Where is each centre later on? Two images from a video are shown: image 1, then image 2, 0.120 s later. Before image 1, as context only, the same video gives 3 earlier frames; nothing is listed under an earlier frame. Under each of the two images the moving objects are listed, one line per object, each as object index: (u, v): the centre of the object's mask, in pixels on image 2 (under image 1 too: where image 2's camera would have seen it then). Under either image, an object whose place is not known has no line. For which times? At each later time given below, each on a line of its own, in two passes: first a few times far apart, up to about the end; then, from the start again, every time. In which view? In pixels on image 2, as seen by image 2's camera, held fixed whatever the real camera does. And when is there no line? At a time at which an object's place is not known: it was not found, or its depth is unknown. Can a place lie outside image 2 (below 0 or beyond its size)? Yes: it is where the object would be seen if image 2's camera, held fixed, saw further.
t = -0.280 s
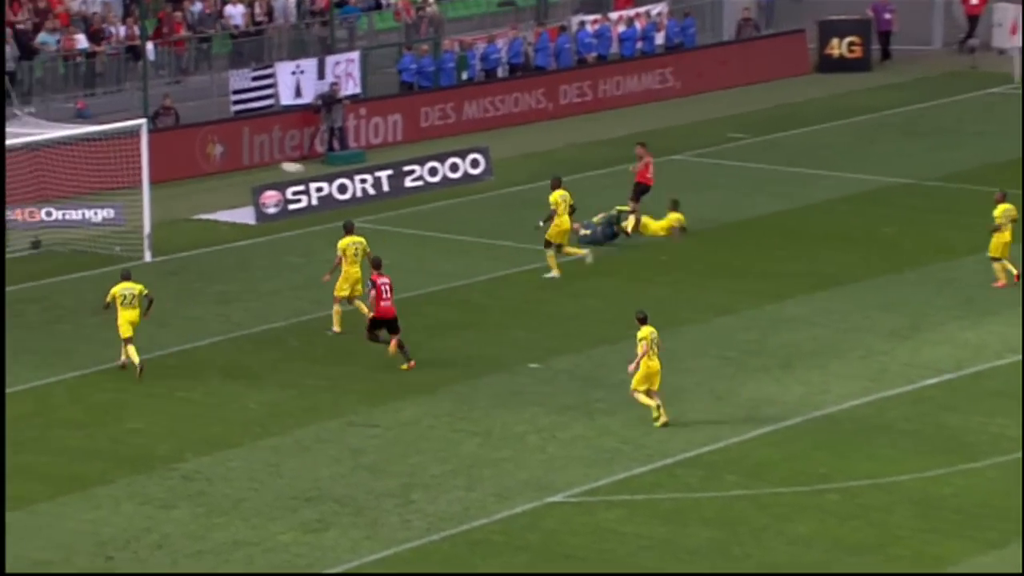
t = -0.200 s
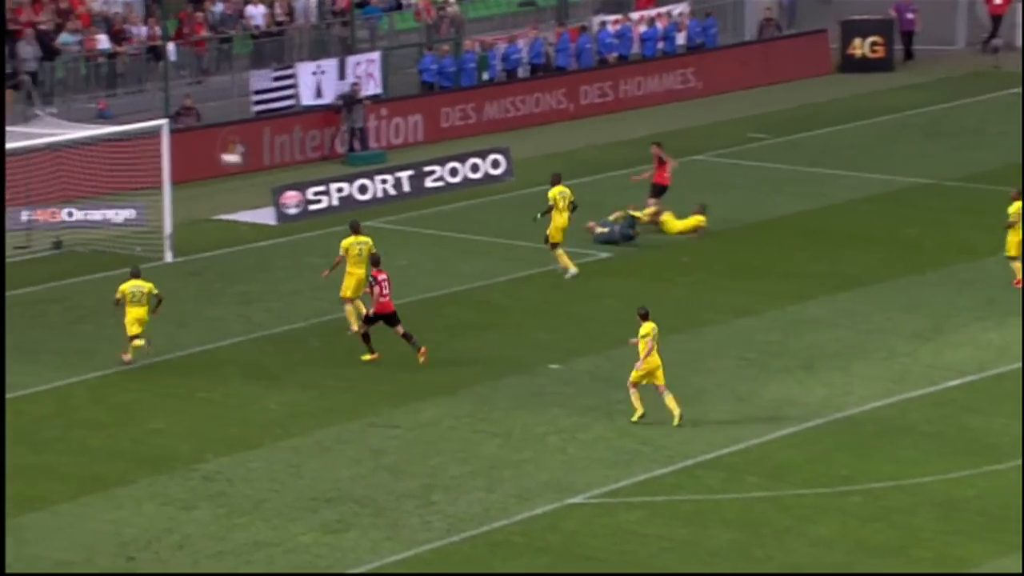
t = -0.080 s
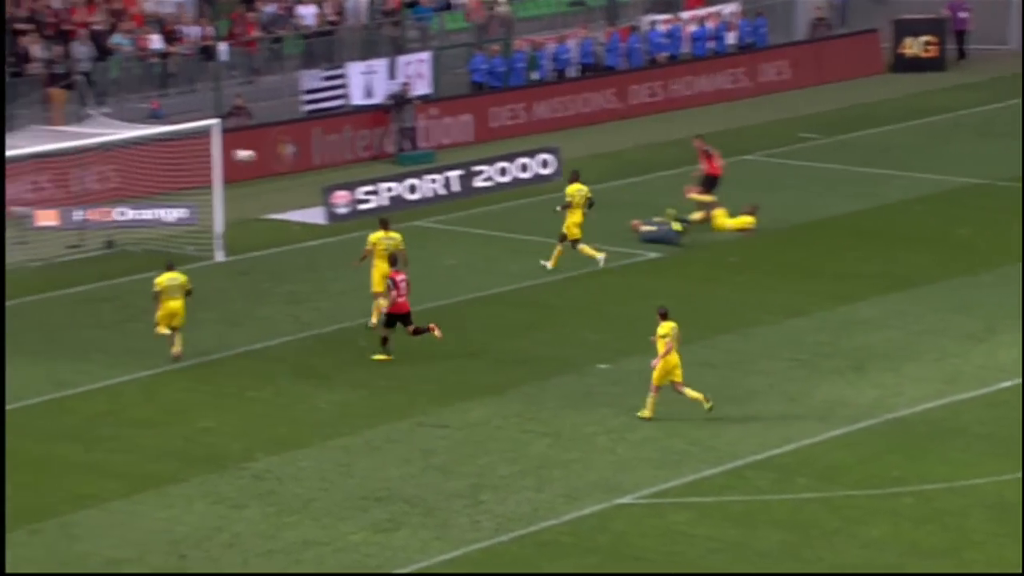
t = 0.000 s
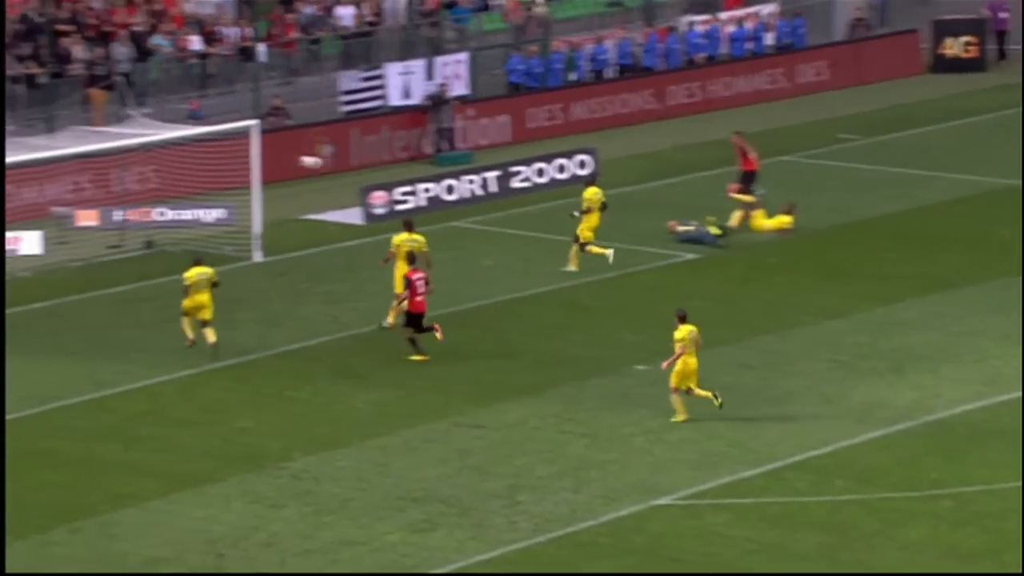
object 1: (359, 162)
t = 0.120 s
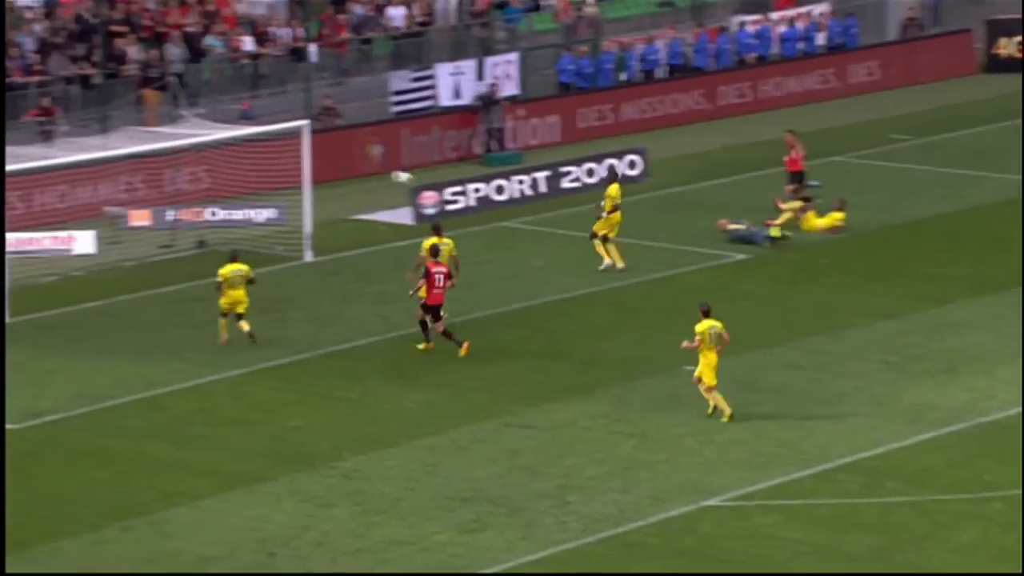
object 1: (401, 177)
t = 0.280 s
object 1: (455, 209)
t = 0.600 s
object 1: (551, 317)
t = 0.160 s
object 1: (415, 184)
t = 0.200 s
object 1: (428, 191)
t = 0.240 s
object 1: (439, 198)
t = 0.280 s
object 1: (455, 209)
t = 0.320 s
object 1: (467, 219)
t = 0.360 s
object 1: (480, 231)
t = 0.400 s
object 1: (492, 243)
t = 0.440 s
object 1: (505, 256)
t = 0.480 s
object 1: (516, 270)
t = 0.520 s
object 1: (528, 285)
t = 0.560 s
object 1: (539, 299)
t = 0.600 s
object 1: (551, 317)
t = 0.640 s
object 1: (563, 335)
